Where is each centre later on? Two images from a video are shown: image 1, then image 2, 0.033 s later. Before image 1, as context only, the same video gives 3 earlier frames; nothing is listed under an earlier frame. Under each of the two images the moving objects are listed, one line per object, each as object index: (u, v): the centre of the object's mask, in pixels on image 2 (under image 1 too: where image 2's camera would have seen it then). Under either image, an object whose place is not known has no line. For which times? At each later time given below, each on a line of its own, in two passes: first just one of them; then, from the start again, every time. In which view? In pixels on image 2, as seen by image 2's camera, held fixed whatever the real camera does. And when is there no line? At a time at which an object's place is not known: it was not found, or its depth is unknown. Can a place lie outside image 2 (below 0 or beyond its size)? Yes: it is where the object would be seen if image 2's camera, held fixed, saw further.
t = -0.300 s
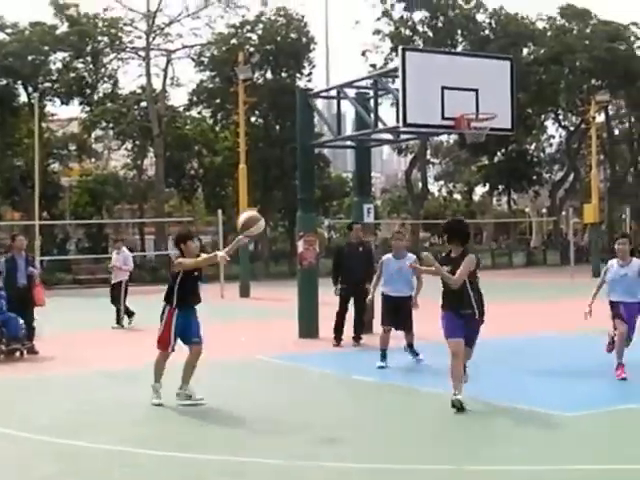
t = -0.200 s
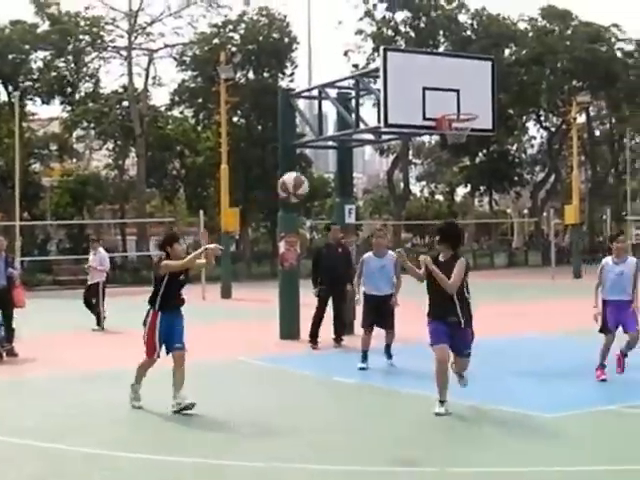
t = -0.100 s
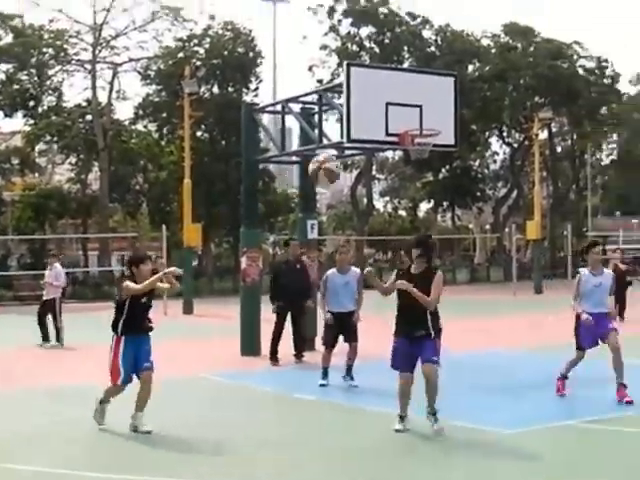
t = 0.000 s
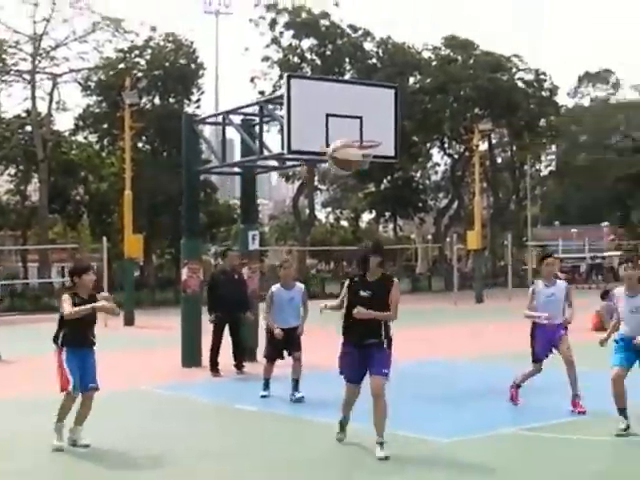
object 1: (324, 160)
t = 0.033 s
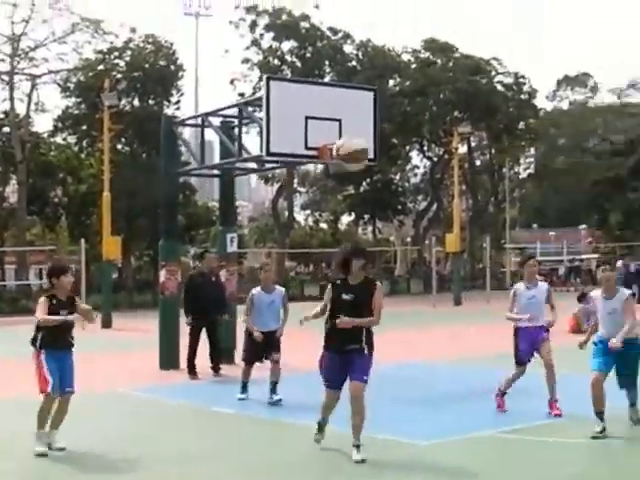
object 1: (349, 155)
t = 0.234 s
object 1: (546, 148)
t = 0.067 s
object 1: (381, 148)
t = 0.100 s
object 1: (409, 144)
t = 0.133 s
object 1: (439, 142)
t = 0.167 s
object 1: (473, 143)
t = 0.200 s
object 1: (508, 142)
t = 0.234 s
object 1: (546, 148)
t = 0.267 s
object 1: (583, 152)
